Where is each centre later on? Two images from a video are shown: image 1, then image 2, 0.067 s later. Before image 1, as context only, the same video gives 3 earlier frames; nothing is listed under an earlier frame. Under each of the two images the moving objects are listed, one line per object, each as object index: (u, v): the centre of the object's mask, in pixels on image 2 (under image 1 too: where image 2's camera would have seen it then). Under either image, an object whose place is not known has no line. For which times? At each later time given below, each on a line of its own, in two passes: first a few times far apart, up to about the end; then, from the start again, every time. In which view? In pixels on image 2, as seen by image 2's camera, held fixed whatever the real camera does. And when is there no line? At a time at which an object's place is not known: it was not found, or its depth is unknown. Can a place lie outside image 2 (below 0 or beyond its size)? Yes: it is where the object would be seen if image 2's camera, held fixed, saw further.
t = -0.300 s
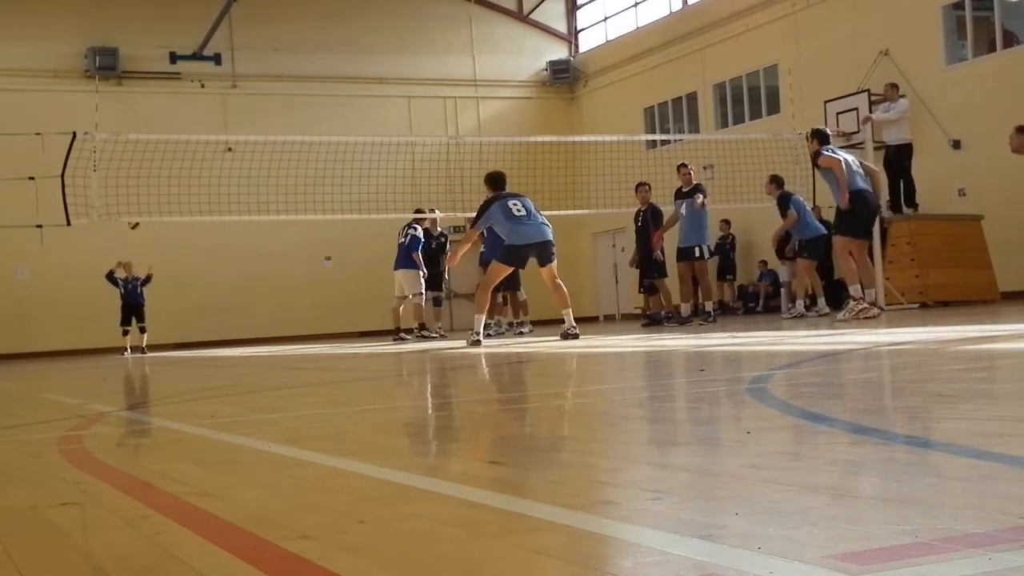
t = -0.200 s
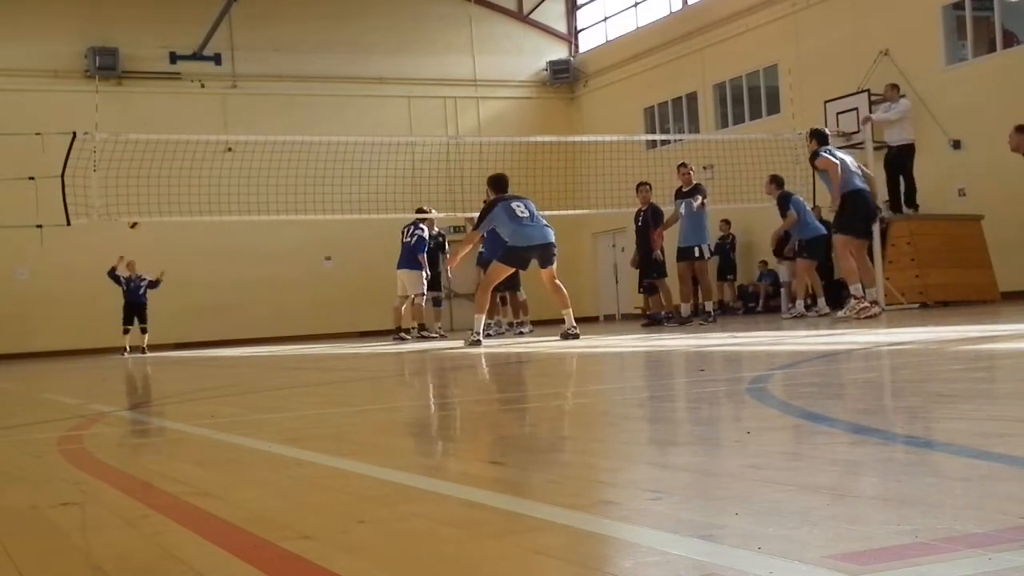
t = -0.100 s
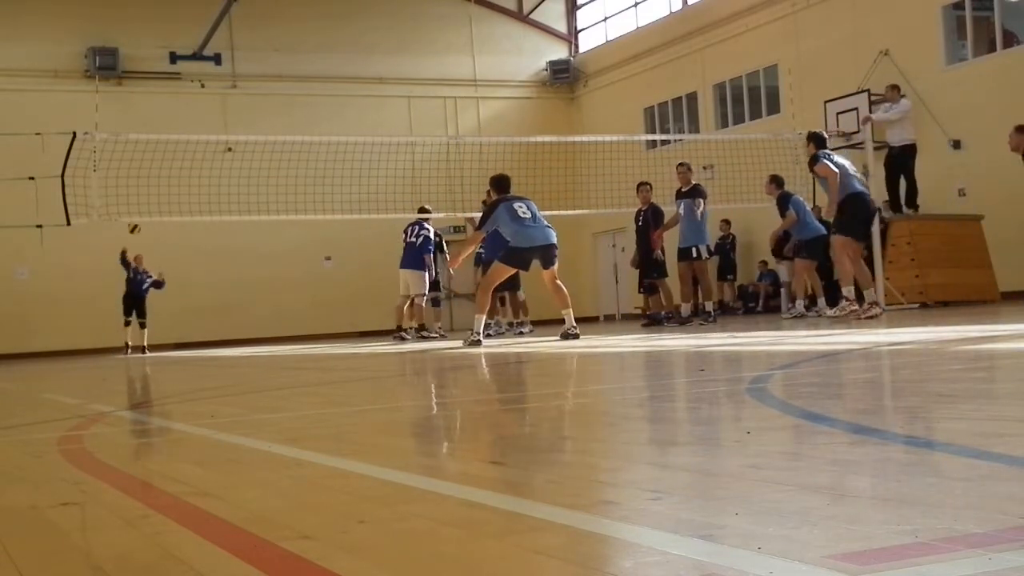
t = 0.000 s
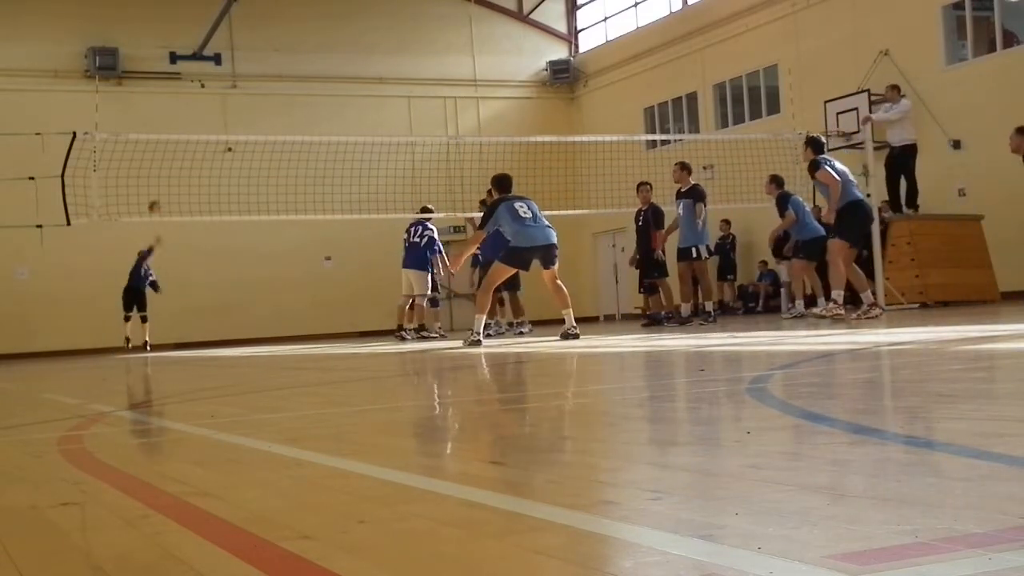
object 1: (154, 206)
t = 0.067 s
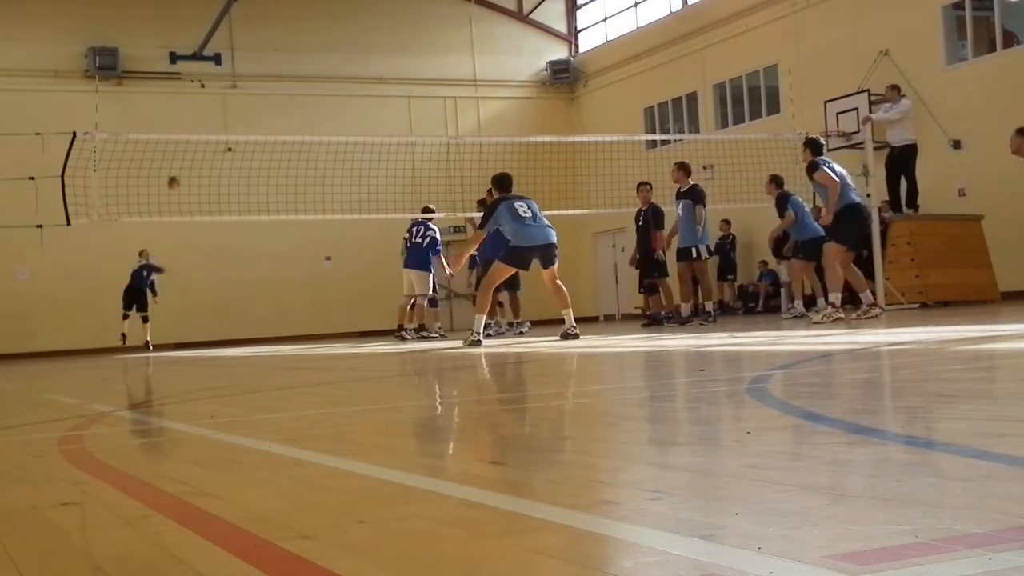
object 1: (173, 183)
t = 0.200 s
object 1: (214, 140)
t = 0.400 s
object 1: (294, 84)
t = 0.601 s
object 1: (388, 45)
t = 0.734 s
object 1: (457, 32)
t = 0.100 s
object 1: (183, 170)
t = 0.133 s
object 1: (192, 158)
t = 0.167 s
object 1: (203, 147)
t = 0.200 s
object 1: (214, 140)
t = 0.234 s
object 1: (227, 126)
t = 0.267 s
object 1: (239, 117)
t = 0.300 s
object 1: (251, 108)
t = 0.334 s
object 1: (265, 99)
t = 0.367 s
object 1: (279, 91)
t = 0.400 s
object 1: (294, 84)
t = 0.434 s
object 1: (309, 75)
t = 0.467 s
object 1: (324, 69)
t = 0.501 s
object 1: (341, 62)
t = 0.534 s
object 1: (355, 55)
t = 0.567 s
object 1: (371, 49)
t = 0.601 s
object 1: (388, 45)
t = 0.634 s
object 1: (404, 39)
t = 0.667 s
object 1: (421, 36)
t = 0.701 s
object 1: (438, 34)
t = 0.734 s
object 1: (457, 32)
